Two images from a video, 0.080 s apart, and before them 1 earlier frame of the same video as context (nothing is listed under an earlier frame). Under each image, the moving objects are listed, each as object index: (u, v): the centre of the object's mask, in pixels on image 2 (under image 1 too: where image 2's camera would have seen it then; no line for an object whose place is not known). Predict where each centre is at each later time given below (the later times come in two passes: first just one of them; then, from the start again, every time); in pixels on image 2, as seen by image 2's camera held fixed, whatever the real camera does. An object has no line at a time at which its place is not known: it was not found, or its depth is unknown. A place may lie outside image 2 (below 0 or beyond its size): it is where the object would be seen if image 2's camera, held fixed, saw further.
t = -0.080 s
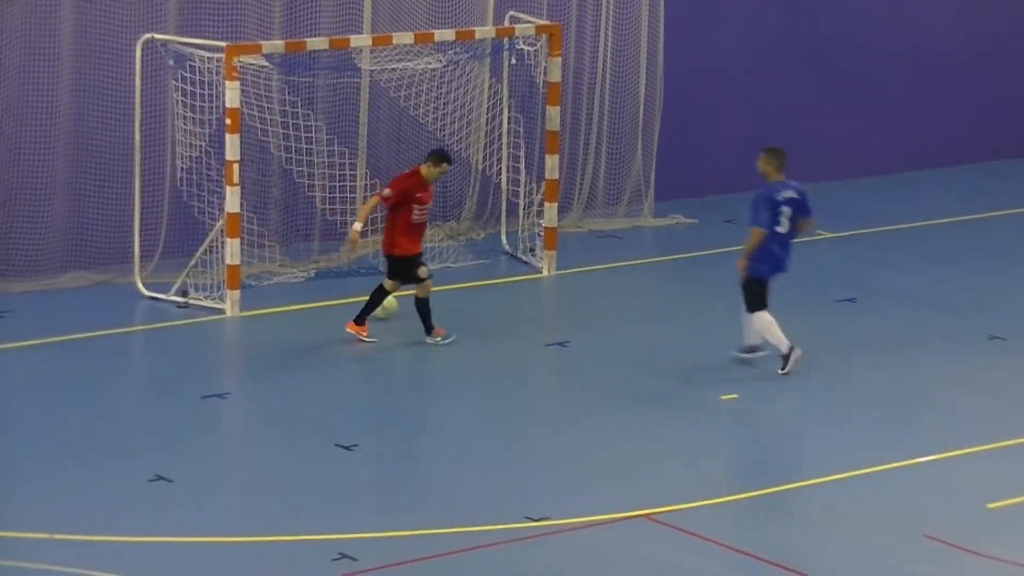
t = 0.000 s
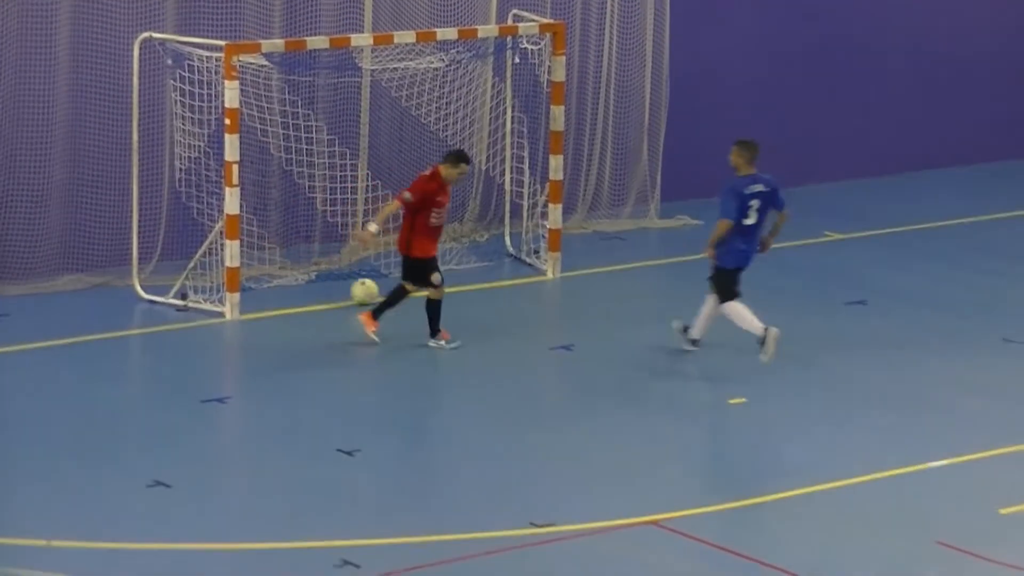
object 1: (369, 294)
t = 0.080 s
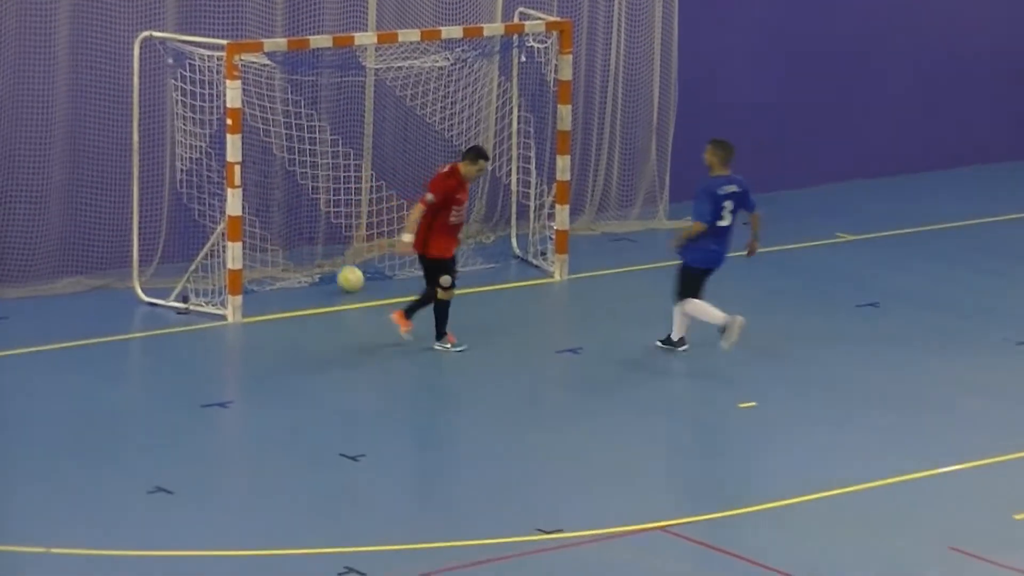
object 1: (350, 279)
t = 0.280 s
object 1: (313, 240)
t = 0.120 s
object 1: (343, 272)
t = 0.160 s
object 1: (335, 264)
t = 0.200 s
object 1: (328, 256)
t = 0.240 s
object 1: (320, 247)
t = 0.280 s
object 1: (313, 240)
